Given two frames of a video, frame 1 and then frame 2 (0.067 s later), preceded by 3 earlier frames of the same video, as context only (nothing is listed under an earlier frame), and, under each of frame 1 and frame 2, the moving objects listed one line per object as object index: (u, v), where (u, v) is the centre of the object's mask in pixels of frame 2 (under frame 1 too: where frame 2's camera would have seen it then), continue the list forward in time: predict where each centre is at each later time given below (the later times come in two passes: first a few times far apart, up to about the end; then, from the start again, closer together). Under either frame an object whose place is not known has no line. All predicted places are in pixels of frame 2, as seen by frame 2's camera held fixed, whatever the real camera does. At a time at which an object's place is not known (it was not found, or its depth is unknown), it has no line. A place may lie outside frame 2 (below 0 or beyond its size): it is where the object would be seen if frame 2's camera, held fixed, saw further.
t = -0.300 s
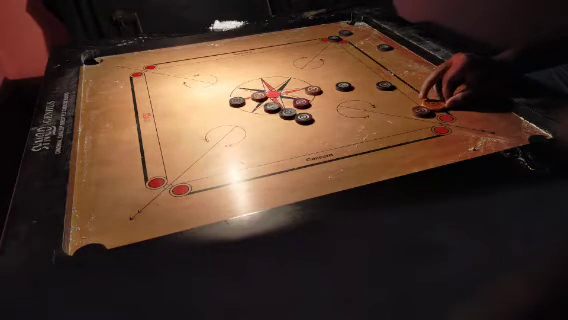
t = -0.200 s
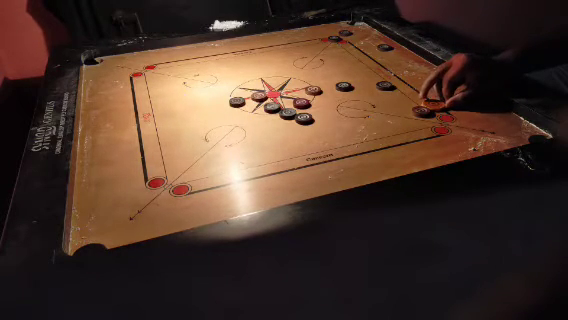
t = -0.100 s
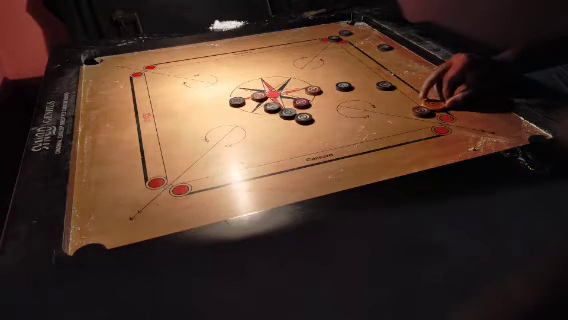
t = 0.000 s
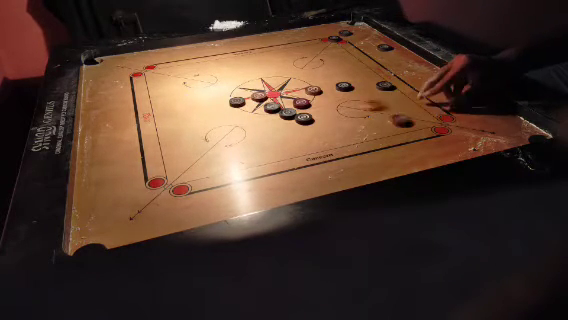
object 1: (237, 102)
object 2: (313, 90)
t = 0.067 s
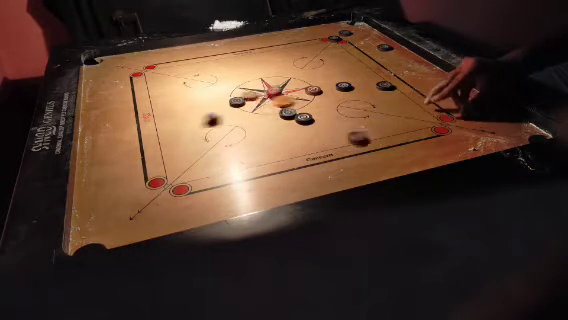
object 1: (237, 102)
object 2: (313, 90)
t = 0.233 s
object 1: (202, 114)
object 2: (313, 90)
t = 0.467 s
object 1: (195, 116)
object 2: (328, 86)
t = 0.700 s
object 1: (195, 116)
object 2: (328, 86)
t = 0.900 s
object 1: (195, 116)
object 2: (328, 86)
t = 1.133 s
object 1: (195, 116)
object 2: (328, 86)
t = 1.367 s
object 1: (195, 116)
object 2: (328, 86)
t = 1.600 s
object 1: (195, 116)
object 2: (328, 86)
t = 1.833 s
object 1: (195, 116)
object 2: (328, 86)
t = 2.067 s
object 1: (195, 116)
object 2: (328, 86)
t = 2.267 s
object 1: (195, 116)
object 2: (328, 86)
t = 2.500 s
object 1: (195, 116)
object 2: (328, 86)
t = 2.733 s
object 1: (195, 116)
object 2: (328, 86)
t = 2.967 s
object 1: (195, 116)
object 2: (328, 86)
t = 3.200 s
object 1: (195, 116)
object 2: (328, 86)
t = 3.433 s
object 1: (195, 116)
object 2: (328, 86)
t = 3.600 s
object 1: (195, 116)
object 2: (328, 86)
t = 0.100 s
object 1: (228, 105)
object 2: (313, 90)
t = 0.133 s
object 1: (220, 108)
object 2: (313, 90)
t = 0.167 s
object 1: (214, 110)
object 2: (313, 90)
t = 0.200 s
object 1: (207, 112)
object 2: (313, 90)
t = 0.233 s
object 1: (202, 114)
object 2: (313, 90)
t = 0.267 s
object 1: (199, 115)
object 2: (313, 90)
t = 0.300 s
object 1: (197, 116)
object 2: (313, 90)
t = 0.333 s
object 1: (195, 116)
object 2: (314, 88)
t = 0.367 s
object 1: (195, 116)
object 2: (321, 88)
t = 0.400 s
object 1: (195, 116)
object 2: (326, 87)
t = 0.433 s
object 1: (195, 116)
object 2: (328, 86)
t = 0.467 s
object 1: (195, 116)
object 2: (328, 86)
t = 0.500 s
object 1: (195, 116)
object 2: (328, 86)
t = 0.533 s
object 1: (195, 116)
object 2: (328, 86)
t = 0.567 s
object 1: (195, 116)
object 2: (328, 86)
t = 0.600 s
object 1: (195, 116)
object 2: (328, 86)
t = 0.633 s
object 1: (195, 116)
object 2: (328, 86)
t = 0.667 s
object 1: (195, 116)
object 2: (328, 86)
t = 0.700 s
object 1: (195, 116)
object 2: (328, 86)
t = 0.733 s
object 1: (195, 116)
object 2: (328, 86)
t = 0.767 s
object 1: (195, 116)
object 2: (328, 86)
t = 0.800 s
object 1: (195, 116)
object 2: (328, 86)
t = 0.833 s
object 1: (195, 116)
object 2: (328, 86)
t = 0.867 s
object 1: (195, 116)
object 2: (328, 86)
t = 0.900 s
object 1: (195, 116)
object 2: (328, 86)
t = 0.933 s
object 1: (195, 116)
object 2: (328, 86)
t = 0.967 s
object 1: (195, 116)
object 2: (328, 86)
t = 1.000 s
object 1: (195, 116)
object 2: (328, 86)
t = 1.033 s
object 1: (195, 116)
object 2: (328, 86)
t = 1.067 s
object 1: (195, 116)
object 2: (328, 86)
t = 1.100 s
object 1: (195, 116)
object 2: (328, 86)
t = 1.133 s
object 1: (195, 116)
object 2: (328, 86)
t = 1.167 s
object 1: (195, 116)
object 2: (328, 86)
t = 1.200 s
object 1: (195, 116)
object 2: (328, 86)
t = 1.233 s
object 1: (195, 116)
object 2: (328, 86)
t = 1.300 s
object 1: (195, 116)
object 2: (328, 86)
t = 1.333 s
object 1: (195, 116)
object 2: (328, 86)
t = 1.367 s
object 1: (195, 116)
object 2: (328, 86)
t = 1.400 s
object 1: (195, 116)
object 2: (328, 86)
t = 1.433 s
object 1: (195, 116)
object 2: (328, 86)
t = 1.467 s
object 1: (195, 116)
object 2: (328, 86)
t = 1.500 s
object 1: (195, 116)
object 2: (328, 86)
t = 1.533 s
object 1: (195, 116)
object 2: (328, 86)
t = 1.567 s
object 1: (195, 116)
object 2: (328, 86)
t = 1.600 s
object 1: (195, 116)
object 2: (328, 86)
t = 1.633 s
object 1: (195, 116)
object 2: (328, 86)
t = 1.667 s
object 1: (195, 116)
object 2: (328, 86)
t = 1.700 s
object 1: (195, 116)
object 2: (328, 86)
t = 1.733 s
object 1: (195, 116)
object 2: (328, 86)
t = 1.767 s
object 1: (195, 116)
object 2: (328, 86)
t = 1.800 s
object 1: (195, 116)
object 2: (328, 86)
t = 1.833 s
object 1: (195, 116)
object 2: (328, 86)
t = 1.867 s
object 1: (195, 116)
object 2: (328, 86)
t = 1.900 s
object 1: (195, 116)
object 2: (328, 86)
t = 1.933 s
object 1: (195, 116)
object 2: (328, 86)
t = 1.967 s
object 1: (195, 116)
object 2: (328, 86)
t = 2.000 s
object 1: (195, 116)
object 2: (328, 86)
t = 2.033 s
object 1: (195, 116)
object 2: (328, 86)
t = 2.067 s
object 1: (195, 116)
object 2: (328, 86)
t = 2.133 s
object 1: (195, 116)
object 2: (328, 86)
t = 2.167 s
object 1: (195, 116)
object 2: (328, 86)
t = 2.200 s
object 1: (195, 116)
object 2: (328, 86)
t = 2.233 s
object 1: (195, 116)
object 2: (328, 86)
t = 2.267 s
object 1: (195, 116)
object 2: (328, 86)
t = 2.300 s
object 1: (195, 116)
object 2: (328, 86)
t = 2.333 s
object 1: (195, 116)
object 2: (328, 86)
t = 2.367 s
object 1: (195, 116)
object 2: (328, 86)
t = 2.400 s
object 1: (195, 116)
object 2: (328, 86)
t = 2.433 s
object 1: (195, 116)
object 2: (328, 86)
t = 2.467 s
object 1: (195, 116)
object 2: (328, 86)
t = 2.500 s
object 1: (195, 116)
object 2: (328, 86)
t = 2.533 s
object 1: (195, 116)
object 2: (328, 86)
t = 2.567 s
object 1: (195, 116)
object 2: (328, 86)
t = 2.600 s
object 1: (195, 116)
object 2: (328, 86)
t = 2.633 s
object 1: (195, 116)
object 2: (328, 86)
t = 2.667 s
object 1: (195, 116)
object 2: (328, 86)
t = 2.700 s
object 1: (195, 116)
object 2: (328, 86)
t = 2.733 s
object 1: (195, 116)
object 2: (328, 86)
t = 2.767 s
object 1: (195, 116)
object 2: (328, 86)
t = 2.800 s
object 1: (195, 116)
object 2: (328, 86)
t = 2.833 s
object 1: (195, 116)
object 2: (328, 86)
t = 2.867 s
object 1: (195, 116)
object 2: (328, 86)
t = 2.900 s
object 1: (195, 116)
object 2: (328, 86)
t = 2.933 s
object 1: (195, 116)
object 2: (328, 86)
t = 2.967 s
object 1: (195, 116)
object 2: (328, 86)
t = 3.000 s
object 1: (195, 116)
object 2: (328, 86)
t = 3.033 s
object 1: (195, 116)
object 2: (328, 86)
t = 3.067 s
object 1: (195, 116)
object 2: (328, 86)
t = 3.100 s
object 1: (195, 116)
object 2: (328, 86)
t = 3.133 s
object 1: (195, 116)
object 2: (328, 86)
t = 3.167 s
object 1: (195, 116)
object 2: (328, 86)
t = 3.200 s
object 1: (195, 116)
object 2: (328, 86)
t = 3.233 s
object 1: (195, 116)
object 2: (328, 86)
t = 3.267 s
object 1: (195, 116)
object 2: (328, 86)
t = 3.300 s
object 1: (195, 116)
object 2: (328, 86)
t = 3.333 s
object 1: (195, 116)
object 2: (328, 86)
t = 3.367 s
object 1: (195, 116)
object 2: (328, 86)
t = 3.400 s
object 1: (195, 116)
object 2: (328, 86)
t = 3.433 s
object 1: (195, 116)
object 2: (328, 86)
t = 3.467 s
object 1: (195, 116)
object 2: (328, 86)
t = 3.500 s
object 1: (195, 116)
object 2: (328, 86)
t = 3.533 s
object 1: (195, 116)
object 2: (328, 86)
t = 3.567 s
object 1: (195, 116)
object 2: (328, 86)
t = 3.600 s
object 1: (195, 116)
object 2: (328, 86)
